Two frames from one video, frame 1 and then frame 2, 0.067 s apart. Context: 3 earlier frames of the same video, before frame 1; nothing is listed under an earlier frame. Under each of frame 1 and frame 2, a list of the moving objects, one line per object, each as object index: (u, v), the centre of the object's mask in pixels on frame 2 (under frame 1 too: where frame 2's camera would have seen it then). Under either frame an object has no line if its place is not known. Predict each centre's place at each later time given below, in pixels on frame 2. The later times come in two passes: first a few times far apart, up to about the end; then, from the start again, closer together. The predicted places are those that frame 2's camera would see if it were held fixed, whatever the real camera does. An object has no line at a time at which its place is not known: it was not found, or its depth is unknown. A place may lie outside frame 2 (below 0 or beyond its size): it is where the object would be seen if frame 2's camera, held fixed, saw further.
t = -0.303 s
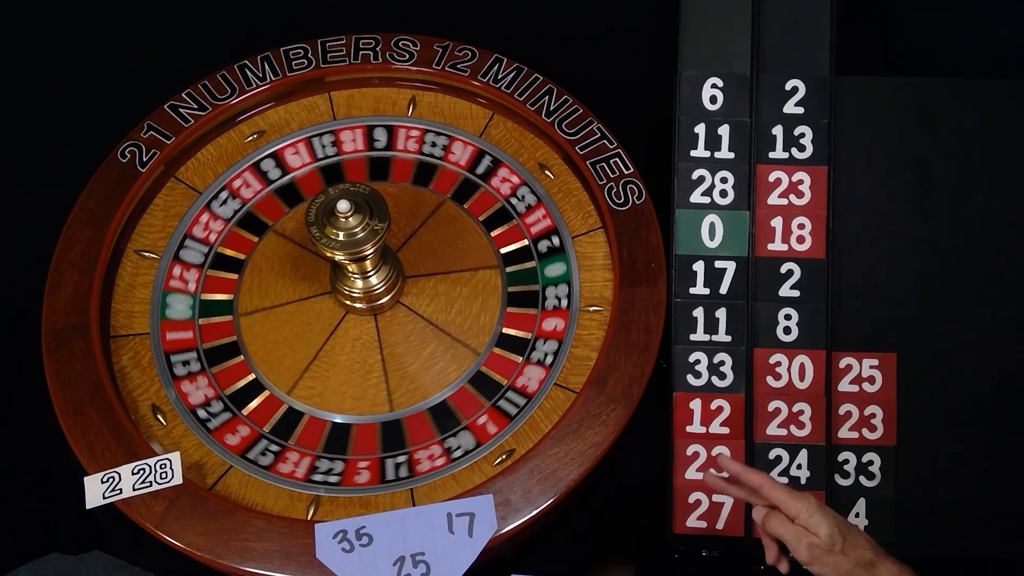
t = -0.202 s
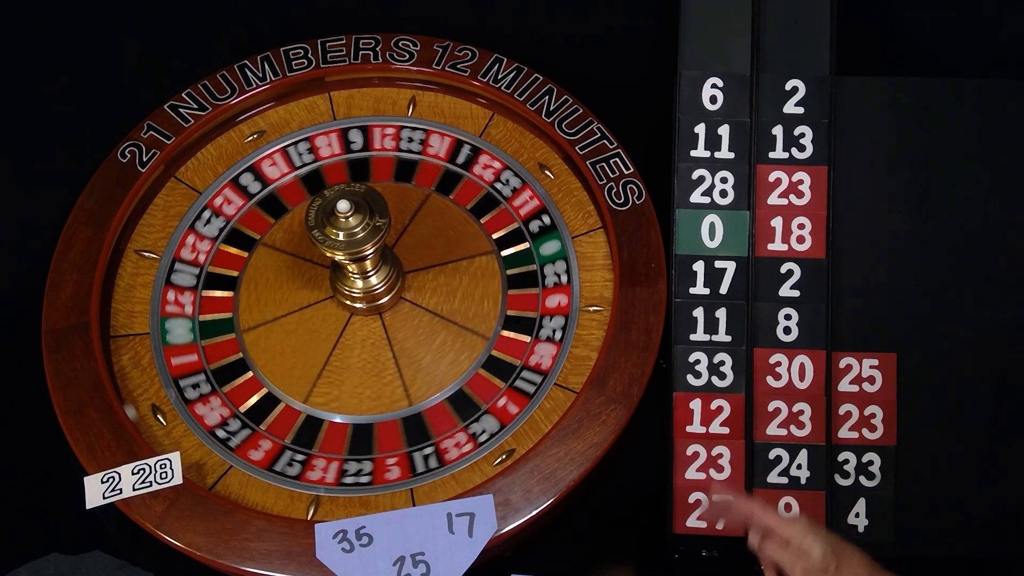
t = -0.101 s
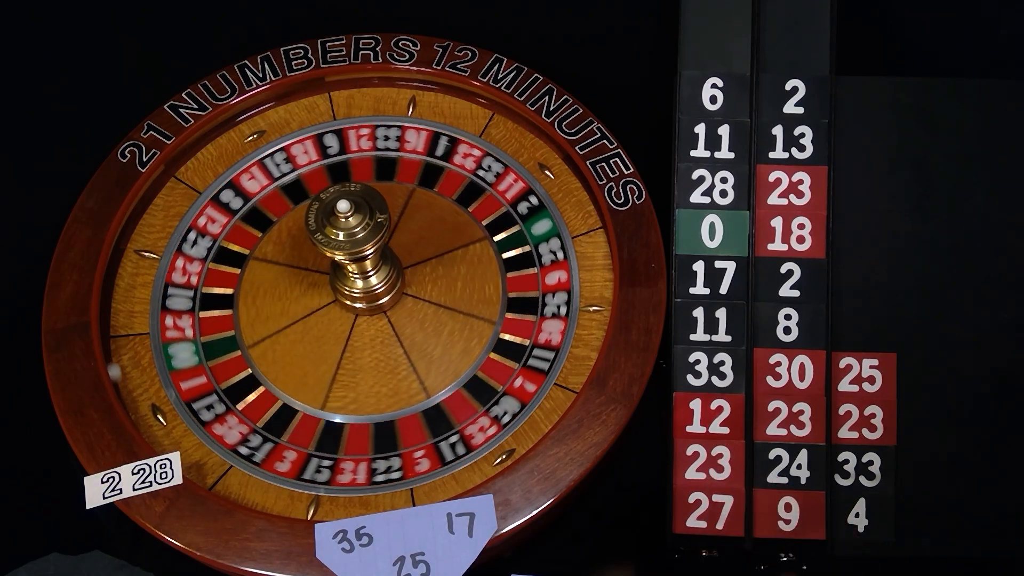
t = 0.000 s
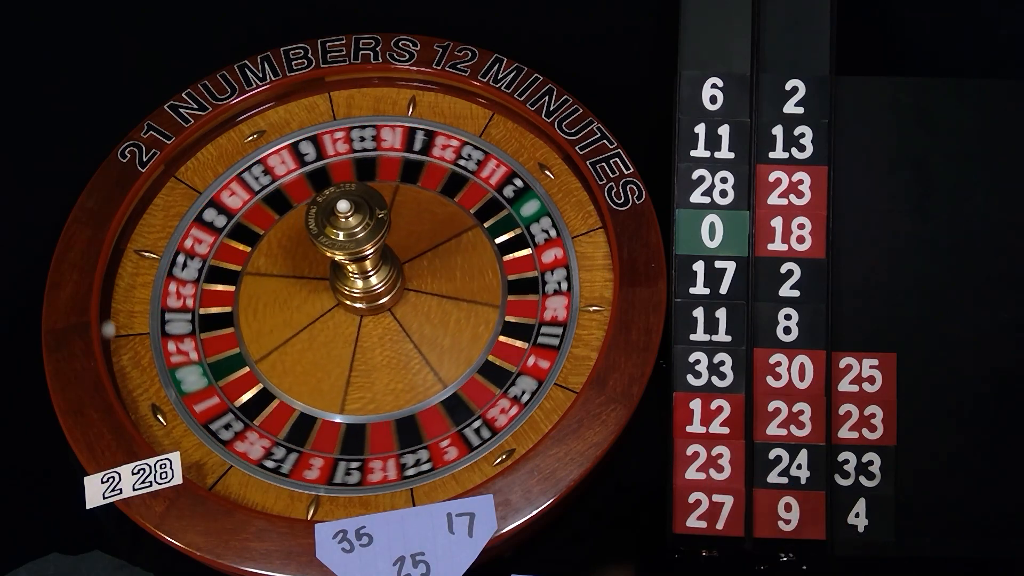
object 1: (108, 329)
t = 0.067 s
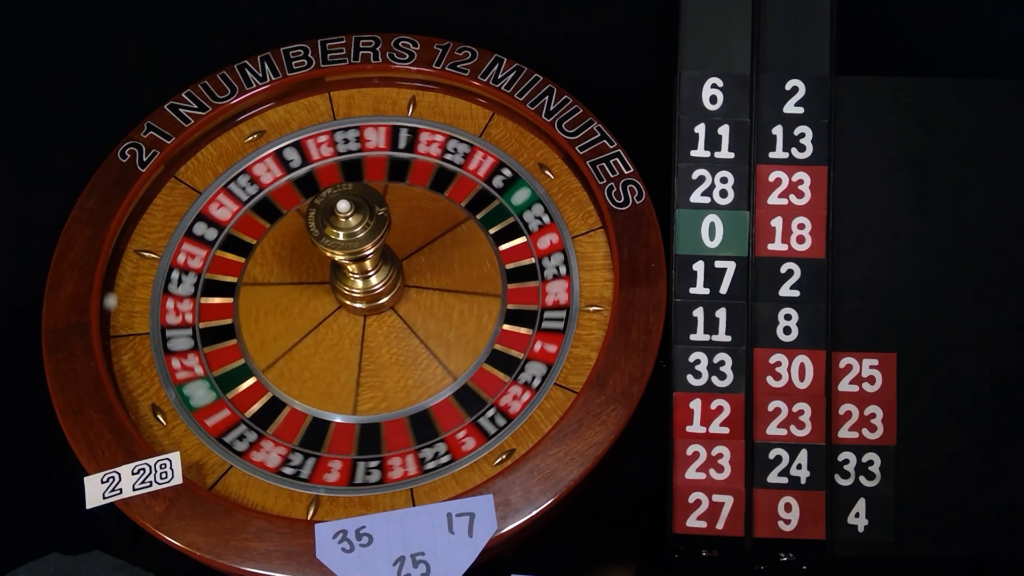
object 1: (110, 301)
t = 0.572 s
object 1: (244, 140)
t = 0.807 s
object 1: (348, 161)
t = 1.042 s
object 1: (431, 196)
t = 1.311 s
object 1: (496, 180)
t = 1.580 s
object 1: (473, 190)
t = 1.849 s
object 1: (417, 194)
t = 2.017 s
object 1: (380, 178)
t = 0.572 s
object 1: (244, 140)
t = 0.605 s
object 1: (257, 137)
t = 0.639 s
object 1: (269, 139)
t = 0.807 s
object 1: (348, 161)
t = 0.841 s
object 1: (359, 165)
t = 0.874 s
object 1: (370, 169)
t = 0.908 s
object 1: (382, 178)
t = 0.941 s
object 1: (394, 186)
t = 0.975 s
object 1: (406, 190)
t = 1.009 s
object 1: (418, 193)
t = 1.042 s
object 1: (431, 196)
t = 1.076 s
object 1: (444, 198)
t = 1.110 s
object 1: (458, 200)
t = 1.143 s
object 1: (470, 200)
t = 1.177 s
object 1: (483, 203)
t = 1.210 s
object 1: (492, 203)
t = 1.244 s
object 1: (493, 193)
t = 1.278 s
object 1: (494, 184)
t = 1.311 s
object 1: (496, 180)
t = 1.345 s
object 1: (497, 181)
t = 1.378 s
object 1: (496, 180)
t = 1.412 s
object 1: (491, 178)
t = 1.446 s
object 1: (487, 180)
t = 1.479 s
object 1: (482, 187)
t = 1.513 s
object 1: (478, 196)
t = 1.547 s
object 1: (475, 193)
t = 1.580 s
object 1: (473, 190)
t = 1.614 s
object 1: (470, 191)
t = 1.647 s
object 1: (469, 196)
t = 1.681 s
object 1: (465, 201)
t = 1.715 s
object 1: (454, 195)
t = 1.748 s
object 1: (444, 194)
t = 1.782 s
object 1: (434, 196)
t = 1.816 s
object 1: (425, 196)
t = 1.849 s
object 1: (417, 194)
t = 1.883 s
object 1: (409, 191)
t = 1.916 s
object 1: (402, 189)
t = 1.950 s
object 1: (394, 185)
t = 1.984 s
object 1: (387, 181)
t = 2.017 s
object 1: (380, 178)
